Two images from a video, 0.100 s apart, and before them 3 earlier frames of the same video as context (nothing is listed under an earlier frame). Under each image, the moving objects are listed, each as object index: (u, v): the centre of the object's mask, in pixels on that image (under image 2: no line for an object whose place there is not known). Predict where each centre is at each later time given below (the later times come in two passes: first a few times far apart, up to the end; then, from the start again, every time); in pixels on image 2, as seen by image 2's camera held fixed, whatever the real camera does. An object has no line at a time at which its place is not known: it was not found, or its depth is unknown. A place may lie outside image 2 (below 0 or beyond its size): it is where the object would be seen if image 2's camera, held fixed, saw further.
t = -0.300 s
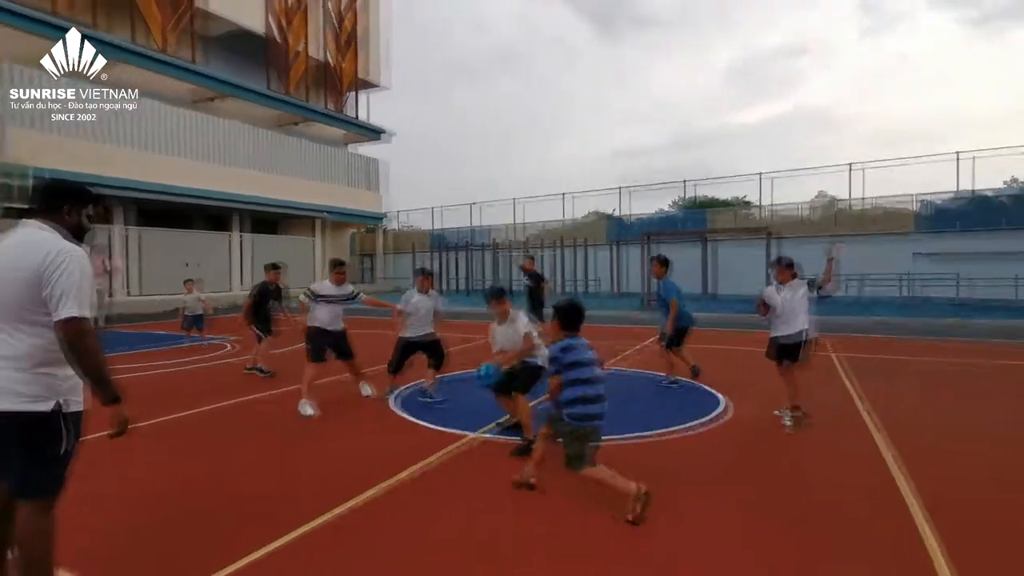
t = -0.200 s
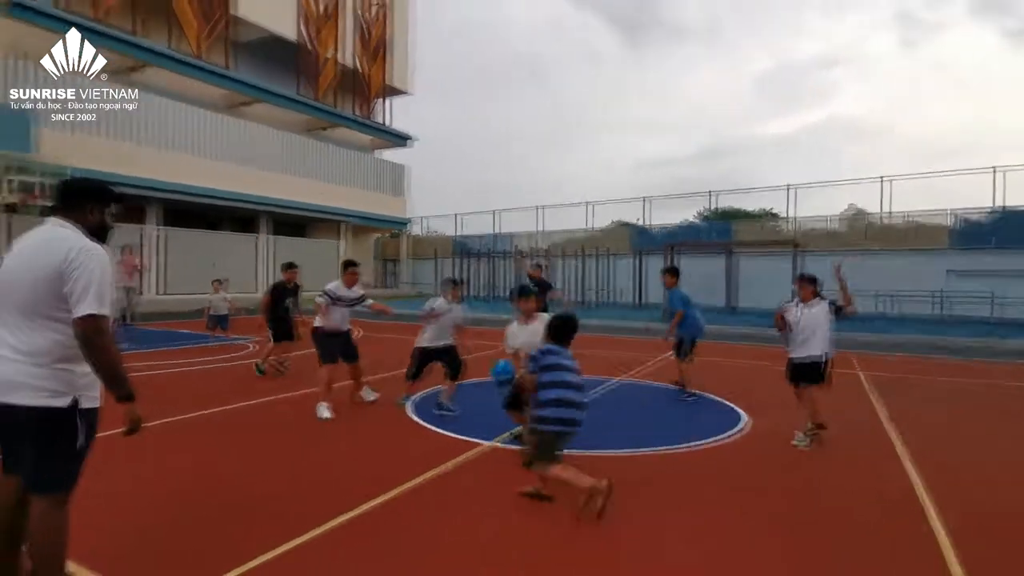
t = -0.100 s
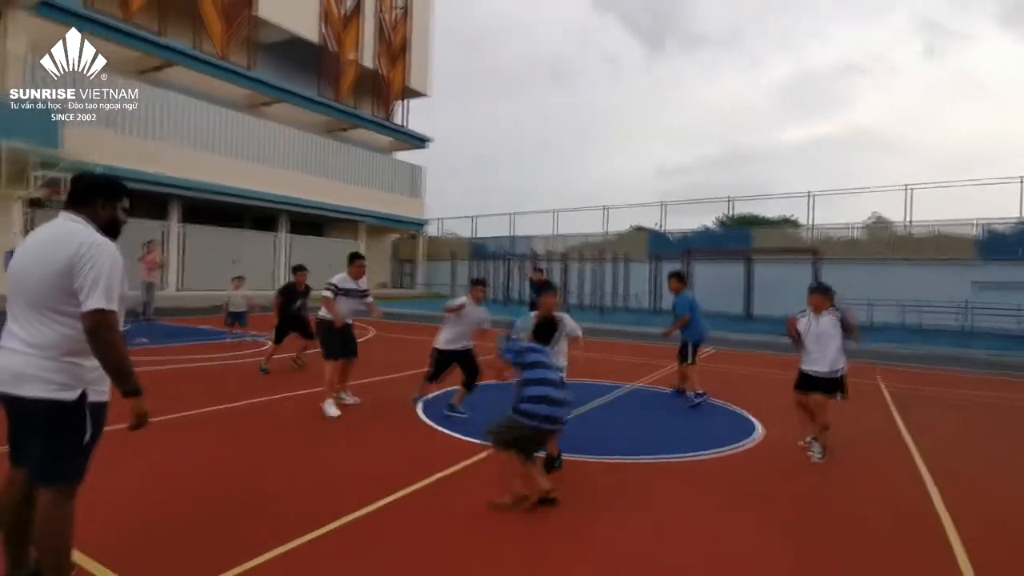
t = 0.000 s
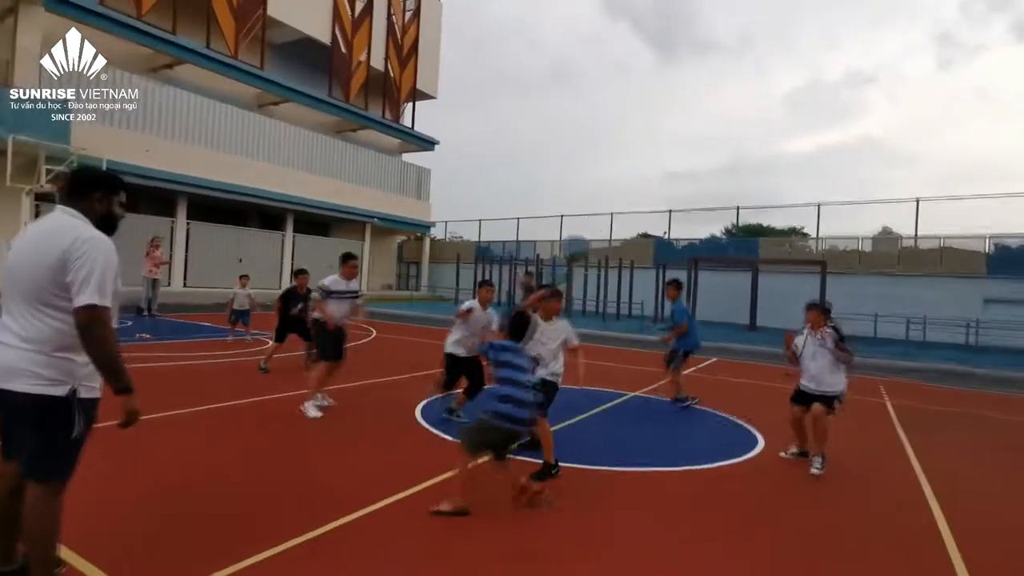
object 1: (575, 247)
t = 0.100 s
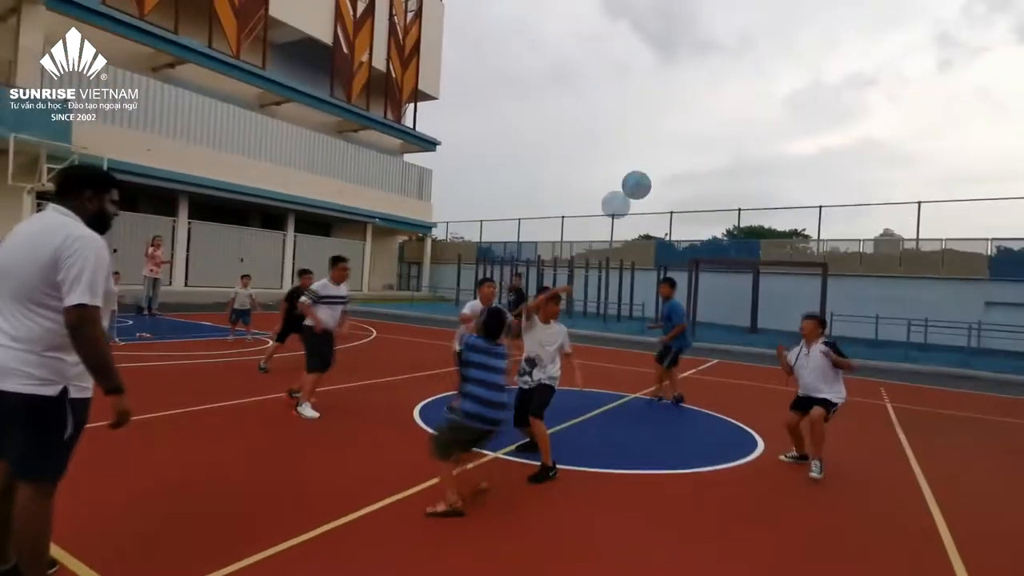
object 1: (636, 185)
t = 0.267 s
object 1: (735, 104)
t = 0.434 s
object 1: (828, 60)
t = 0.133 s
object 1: (656, 166)
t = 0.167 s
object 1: (676, 148)
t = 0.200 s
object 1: (696, 132)
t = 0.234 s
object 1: (716, 117)
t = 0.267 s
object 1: (735, 104)
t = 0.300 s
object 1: (755, 92)
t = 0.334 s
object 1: (774, 82)
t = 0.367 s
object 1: (793, 73)
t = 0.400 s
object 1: (811, 66)
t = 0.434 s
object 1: (828, 60)
